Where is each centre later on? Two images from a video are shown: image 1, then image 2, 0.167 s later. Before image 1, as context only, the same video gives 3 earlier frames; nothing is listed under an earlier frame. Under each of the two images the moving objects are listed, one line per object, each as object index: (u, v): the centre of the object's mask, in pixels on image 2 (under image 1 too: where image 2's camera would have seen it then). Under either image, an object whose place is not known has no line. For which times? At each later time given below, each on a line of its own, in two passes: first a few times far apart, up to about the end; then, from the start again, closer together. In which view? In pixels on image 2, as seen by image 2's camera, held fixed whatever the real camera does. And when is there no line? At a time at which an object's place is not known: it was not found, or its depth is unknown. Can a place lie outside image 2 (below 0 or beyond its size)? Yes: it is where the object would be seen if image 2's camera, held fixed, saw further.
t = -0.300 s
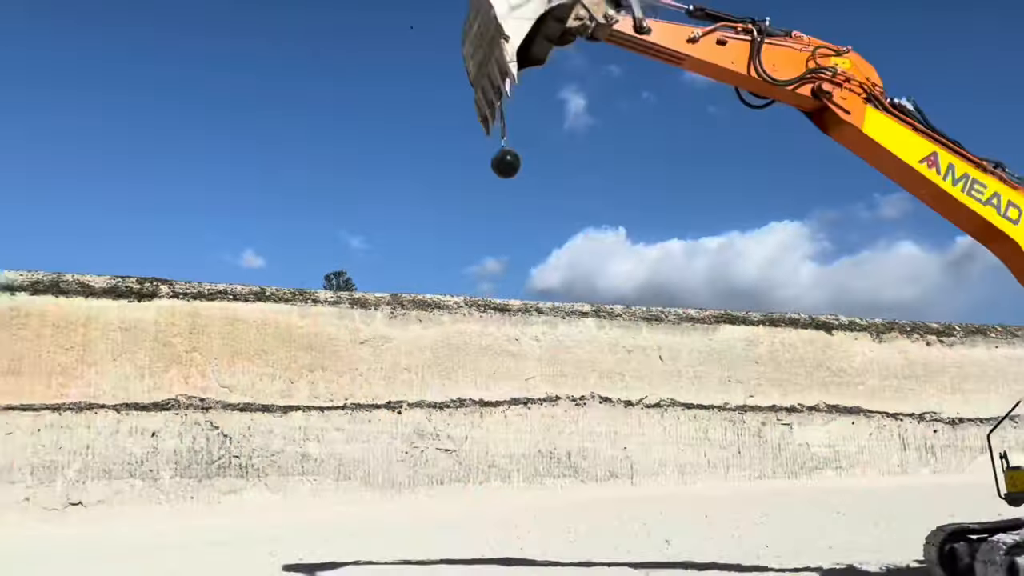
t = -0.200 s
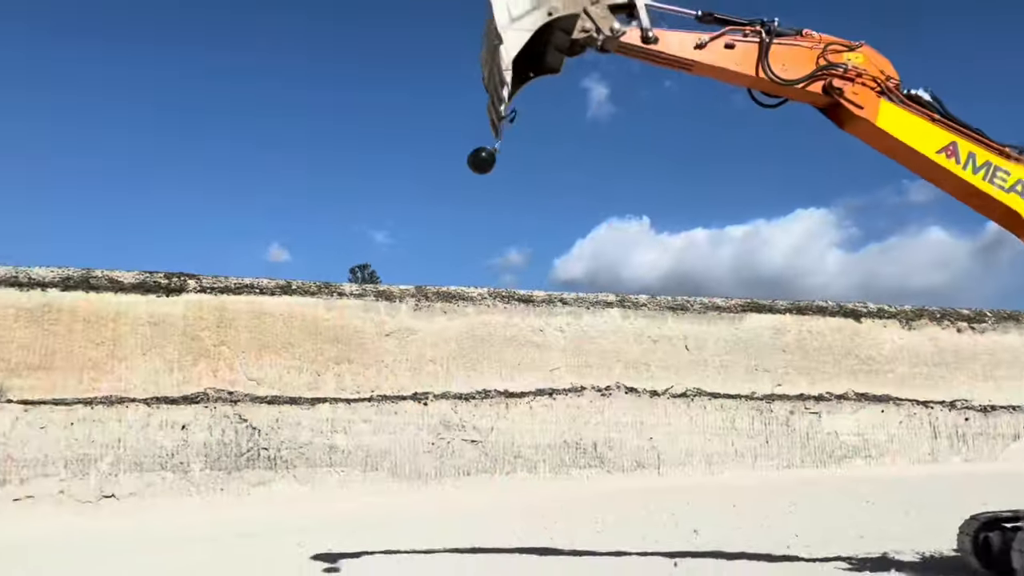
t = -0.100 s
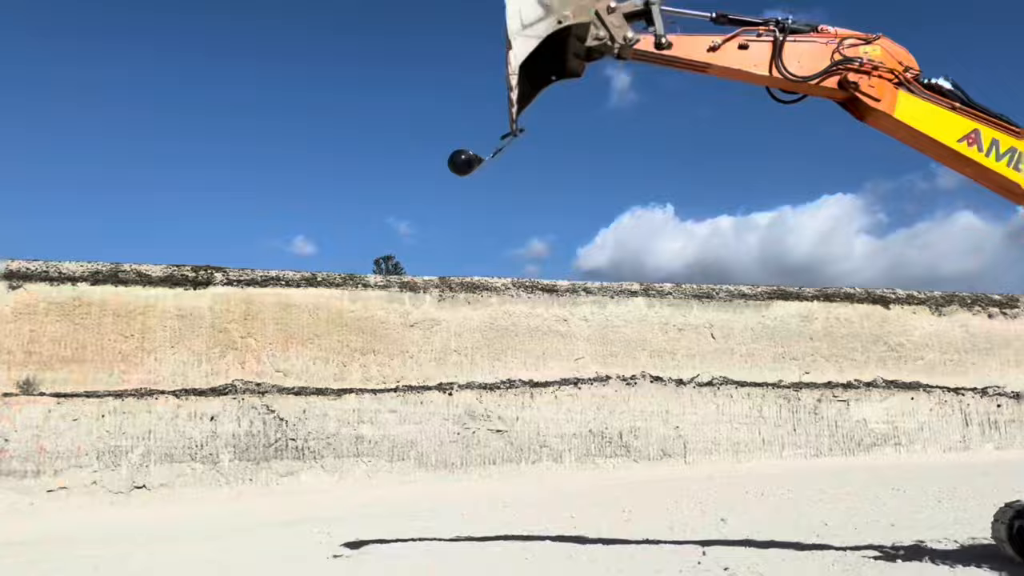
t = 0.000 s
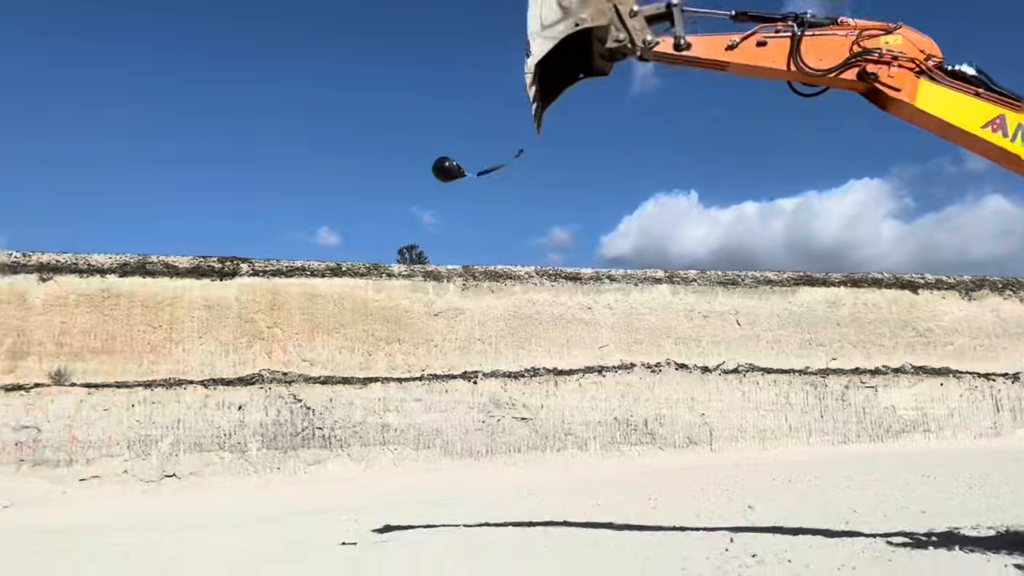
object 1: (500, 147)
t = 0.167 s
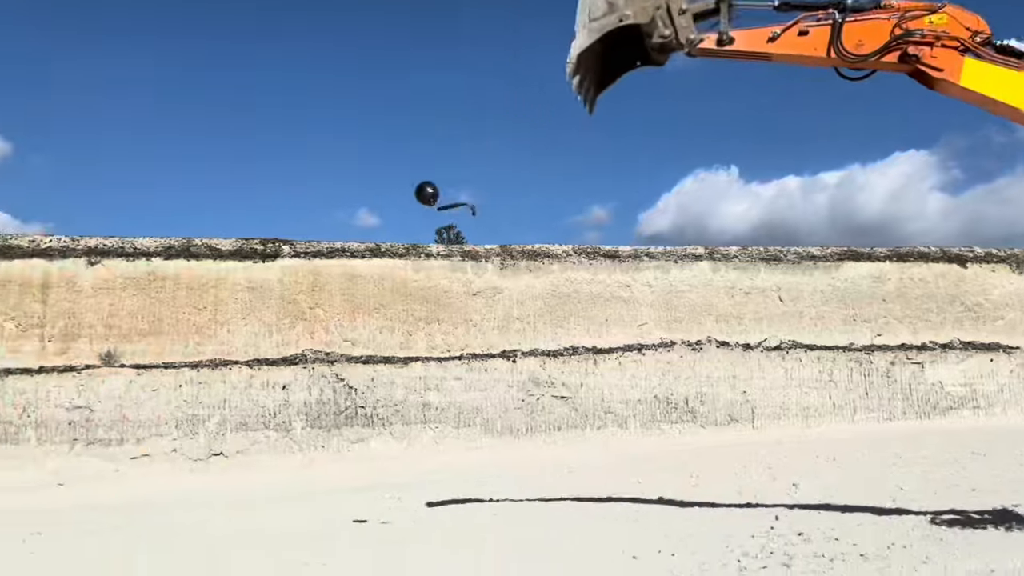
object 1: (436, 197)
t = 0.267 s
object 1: (401, 228)
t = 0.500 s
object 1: (334, 313)
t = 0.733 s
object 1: (279, 413)
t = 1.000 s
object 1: (231, 532)
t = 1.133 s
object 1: (221, 513)
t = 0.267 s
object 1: (401, 228)
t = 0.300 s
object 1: (391, 238)
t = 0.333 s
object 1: (381, 250)
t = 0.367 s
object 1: (370, 262)
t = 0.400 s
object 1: (361, 275)
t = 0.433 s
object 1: (352, 287)
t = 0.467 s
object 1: (343, 300)
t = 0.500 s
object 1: (334, 313)
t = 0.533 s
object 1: (326, 328)
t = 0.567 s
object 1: (317, 343)
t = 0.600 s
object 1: (309, 352)
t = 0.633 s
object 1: (301, 367)
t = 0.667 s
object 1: (293, 387)
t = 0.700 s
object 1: (286, 398)
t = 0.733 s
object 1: (279, 413)
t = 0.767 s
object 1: (273, 430)
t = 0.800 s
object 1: (266, 447)
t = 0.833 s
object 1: (261, 464)
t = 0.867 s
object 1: (255, 481)
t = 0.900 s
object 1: (249, 499)
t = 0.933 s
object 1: (244, 517)
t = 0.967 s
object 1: (240, 528)
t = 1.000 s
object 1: (231, 532)
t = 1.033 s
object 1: (227, 527)
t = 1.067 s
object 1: (224, 521)
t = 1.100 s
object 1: (222, 515)
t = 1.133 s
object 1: (221, 513)
